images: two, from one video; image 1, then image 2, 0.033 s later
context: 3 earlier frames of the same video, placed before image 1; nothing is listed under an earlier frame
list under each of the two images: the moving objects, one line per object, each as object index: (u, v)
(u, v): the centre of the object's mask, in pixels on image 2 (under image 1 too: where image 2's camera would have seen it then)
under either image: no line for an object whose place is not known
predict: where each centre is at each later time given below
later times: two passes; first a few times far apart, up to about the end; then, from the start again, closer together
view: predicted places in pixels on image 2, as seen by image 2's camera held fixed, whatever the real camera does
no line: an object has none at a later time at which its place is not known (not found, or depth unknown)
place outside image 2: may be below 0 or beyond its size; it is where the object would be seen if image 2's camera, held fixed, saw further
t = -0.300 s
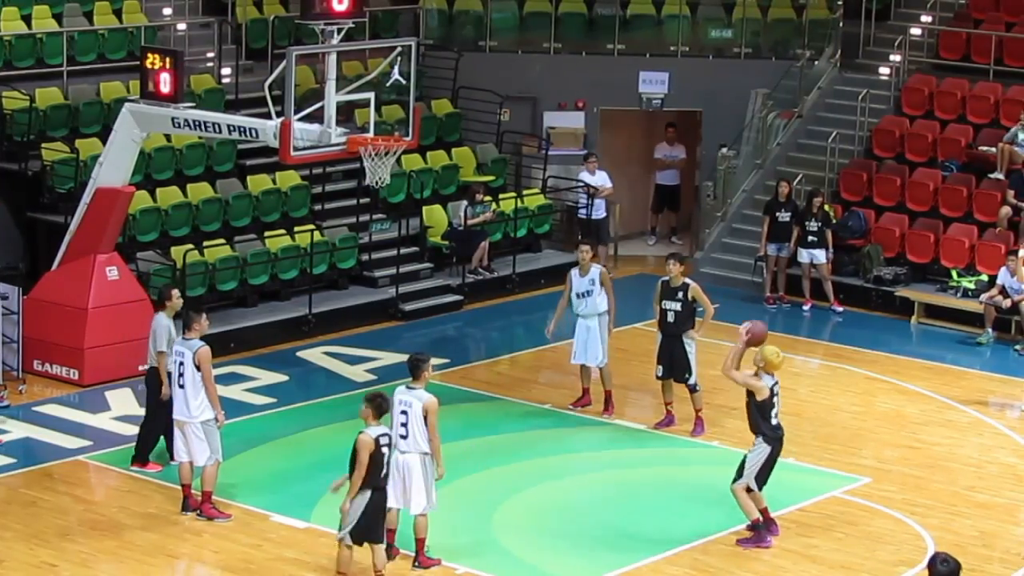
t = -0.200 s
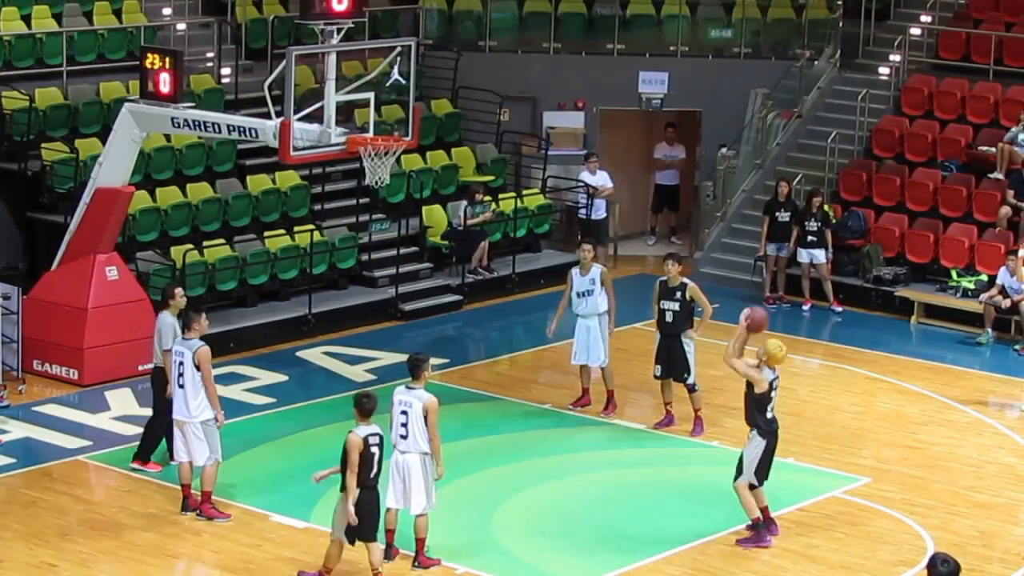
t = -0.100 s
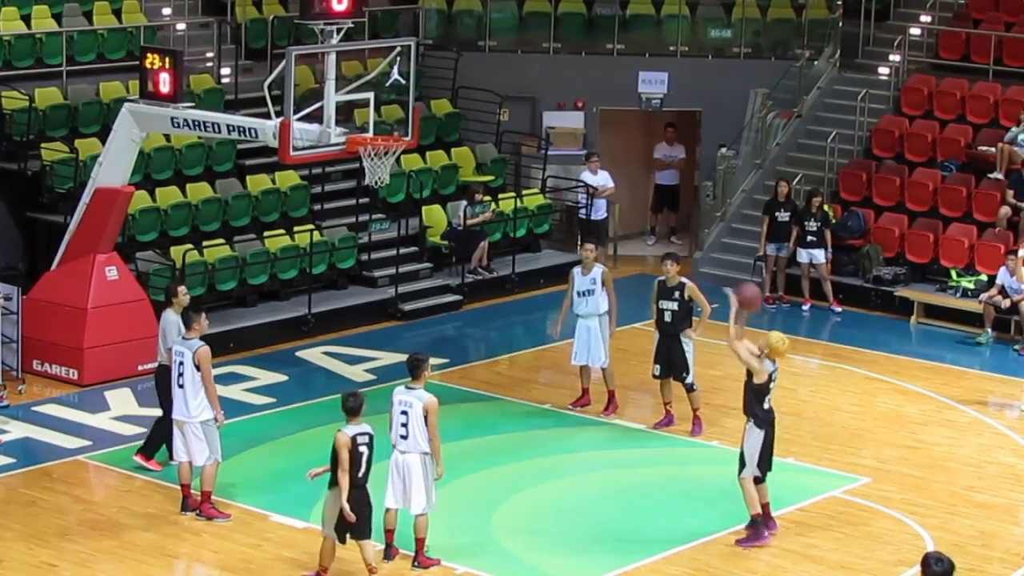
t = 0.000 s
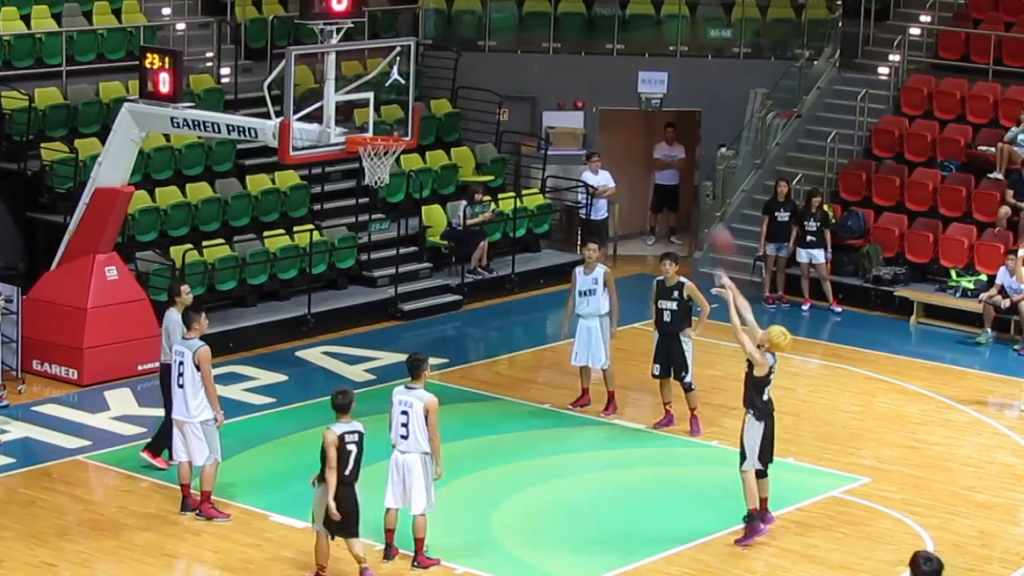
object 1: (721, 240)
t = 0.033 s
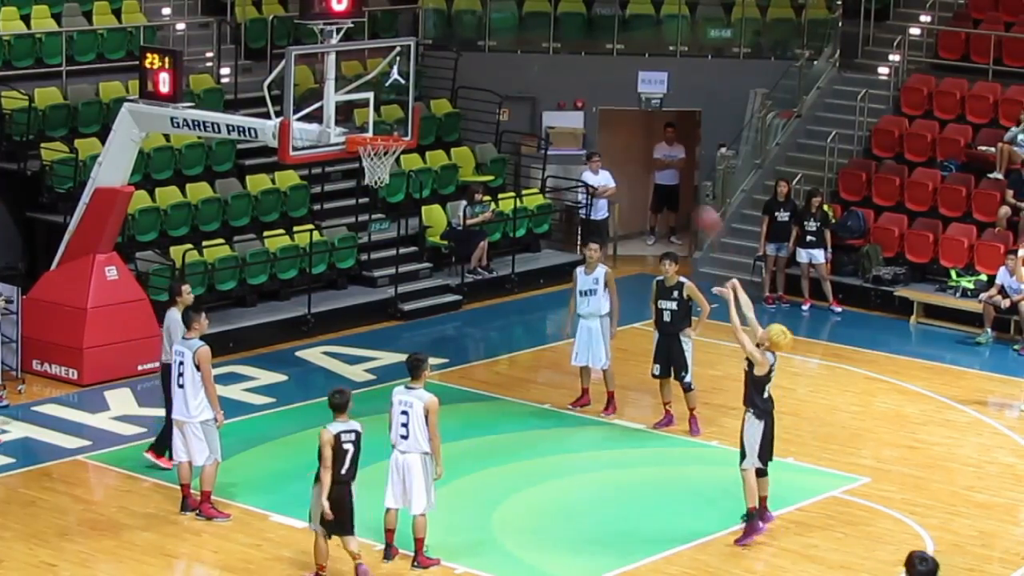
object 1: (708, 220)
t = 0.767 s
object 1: (437, 84)
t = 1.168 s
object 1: (405, 163)
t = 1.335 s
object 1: (414, 167)
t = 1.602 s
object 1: (432, 245)
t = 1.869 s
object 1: (448, 388)
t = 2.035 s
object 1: (456, 407)
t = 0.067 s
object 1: (695, 203)
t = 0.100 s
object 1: (685, 187)
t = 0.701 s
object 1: (461, 74)
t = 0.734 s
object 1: (449, 78)
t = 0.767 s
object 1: (437, 84)
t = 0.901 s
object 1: (390, 118)
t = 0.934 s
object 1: (380, 129)
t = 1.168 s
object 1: (405, 163)
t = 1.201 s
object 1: (406, 161)
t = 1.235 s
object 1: (408, 160)
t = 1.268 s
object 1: (409, 161)
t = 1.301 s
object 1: (412, 164)
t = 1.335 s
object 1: (414, 167)
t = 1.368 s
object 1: (417, 174)
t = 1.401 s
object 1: (420, 180)
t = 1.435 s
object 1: (422, 190)
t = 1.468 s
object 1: (423, 197)
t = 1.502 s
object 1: (425, 208)
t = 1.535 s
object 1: (428, 219)
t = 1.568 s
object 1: (430, 232)
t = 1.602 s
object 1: (432, 245)
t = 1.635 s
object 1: (434, 258)
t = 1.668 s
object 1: (437, 273)
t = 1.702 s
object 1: (439, 290)
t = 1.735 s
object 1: (440, 310)
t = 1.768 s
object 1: (444, 326)
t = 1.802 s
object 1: (445, 344)
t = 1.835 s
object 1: (447, 367)
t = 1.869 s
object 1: (448, 388)
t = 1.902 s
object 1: (450, 410)
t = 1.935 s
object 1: (452, 434)
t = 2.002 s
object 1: (454, 423)
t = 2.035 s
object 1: (456, 407)
